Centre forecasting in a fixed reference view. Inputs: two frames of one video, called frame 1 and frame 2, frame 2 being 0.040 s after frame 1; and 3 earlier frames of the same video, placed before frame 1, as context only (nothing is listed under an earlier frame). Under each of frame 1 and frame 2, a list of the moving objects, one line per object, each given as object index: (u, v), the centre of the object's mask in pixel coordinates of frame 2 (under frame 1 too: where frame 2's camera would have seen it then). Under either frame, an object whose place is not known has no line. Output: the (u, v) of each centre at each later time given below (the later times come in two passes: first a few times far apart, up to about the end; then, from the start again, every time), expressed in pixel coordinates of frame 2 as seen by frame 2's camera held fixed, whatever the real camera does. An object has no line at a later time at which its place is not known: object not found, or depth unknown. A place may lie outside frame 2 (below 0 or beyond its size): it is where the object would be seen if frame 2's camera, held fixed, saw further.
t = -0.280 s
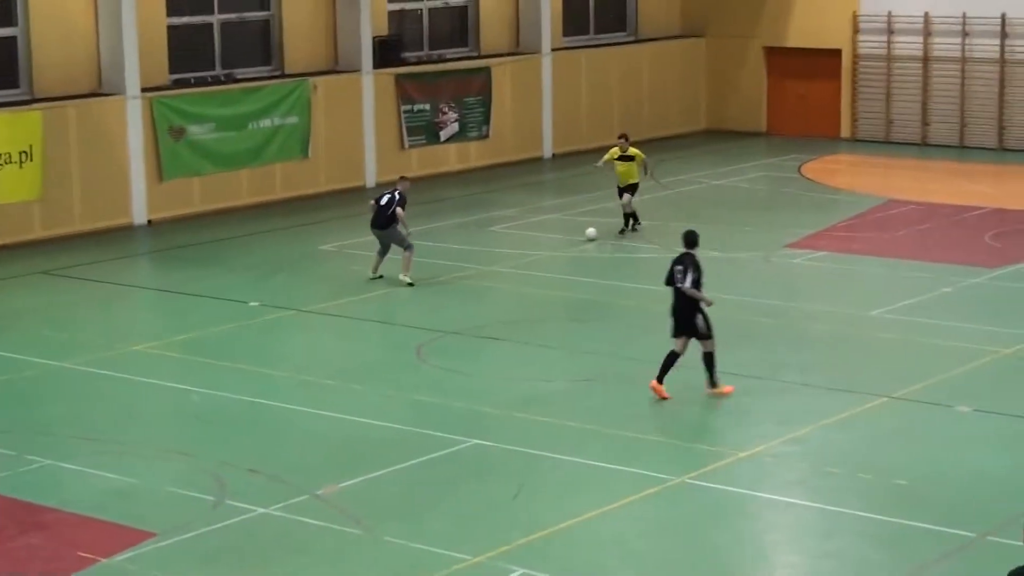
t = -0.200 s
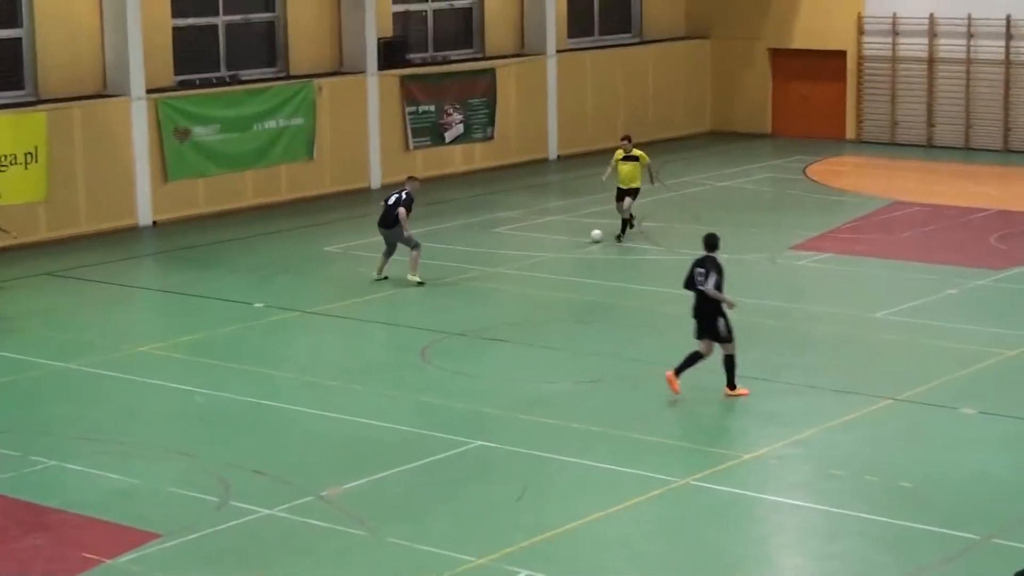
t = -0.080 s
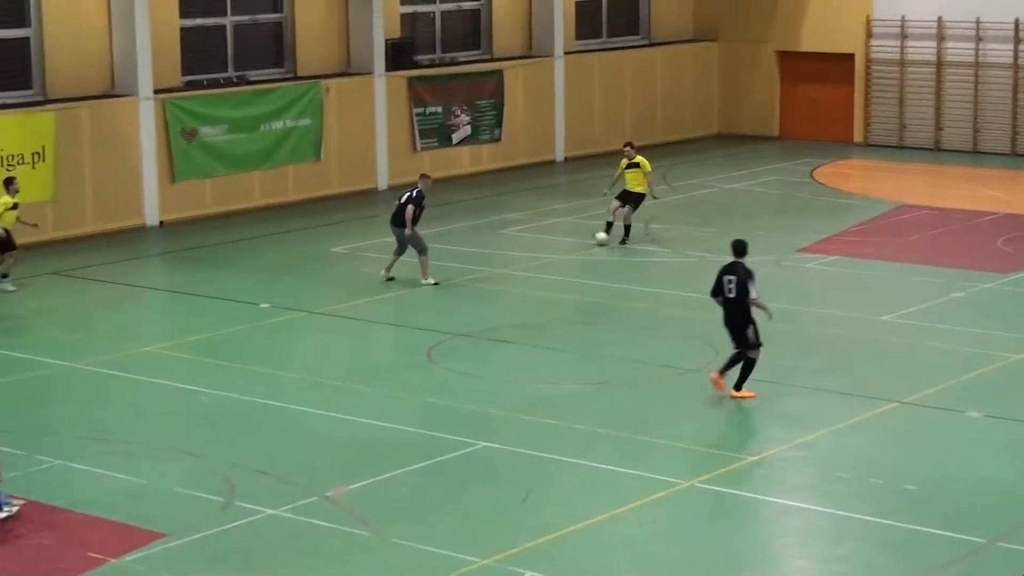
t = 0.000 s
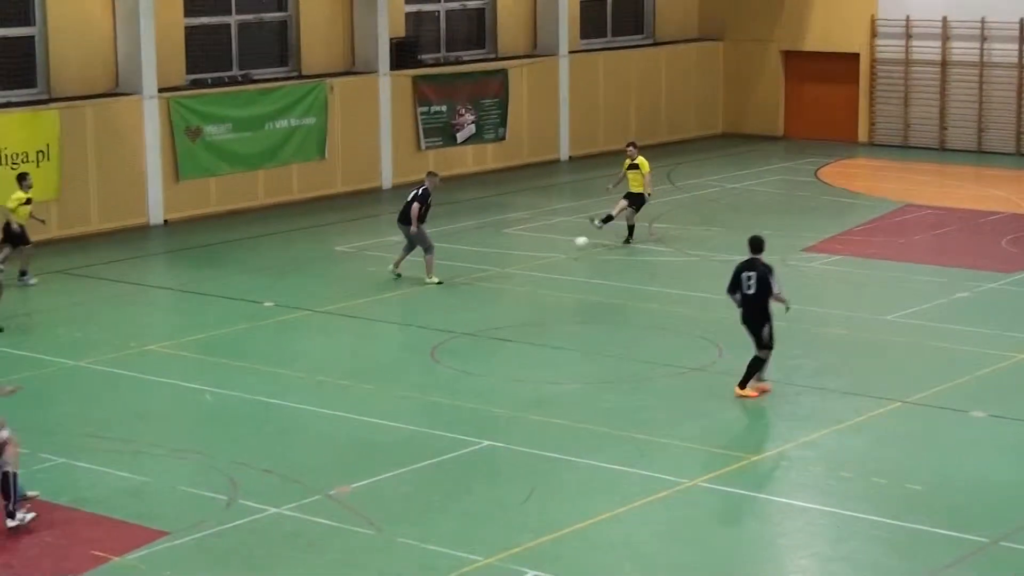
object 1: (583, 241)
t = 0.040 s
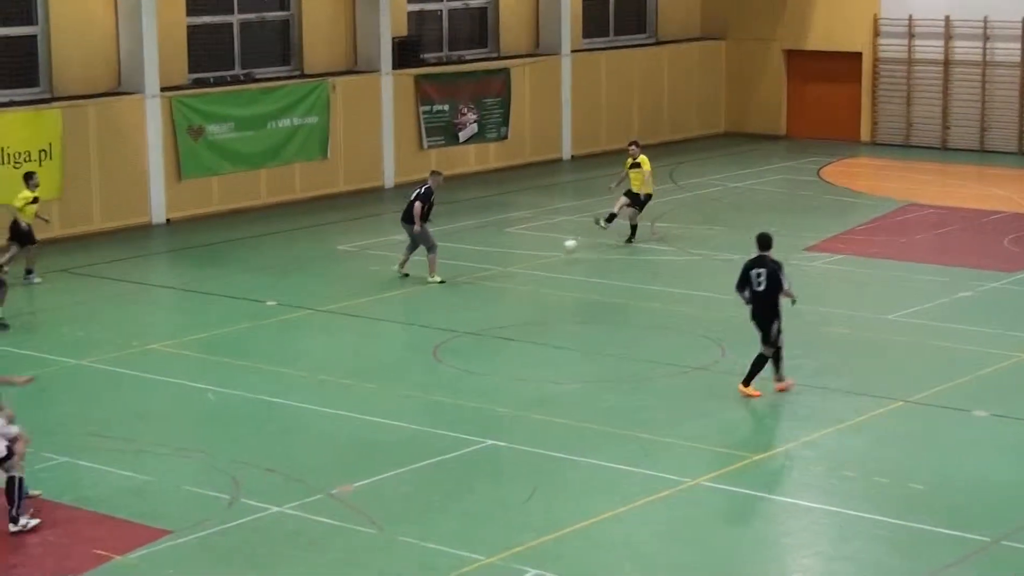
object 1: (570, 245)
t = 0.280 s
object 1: (497, 298)
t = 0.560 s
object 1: (417, 349)
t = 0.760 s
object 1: (366, 393)
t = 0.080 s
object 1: (559, 251)
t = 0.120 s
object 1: (546, 259)
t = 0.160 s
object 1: (533, 266)
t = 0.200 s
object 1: (519, 276)
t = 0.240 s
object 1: (508, 289)
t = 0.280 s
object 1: (497, 298)
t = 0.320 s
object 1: (485, 301)
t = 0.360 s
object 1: (473, 308)
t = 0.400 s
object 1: (462, 315)
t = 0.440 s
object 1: (450, 324)
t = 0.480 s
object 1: (439, 336)
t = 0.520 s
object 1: (428, 346)
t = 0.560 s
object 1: (417, 349)
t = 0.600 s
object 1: (407, 358)
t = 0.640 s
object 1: (396, 367)
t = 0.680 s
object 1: (386, 378)
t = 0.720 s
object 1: (375, 388)
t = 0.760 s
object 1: (366, 393)
